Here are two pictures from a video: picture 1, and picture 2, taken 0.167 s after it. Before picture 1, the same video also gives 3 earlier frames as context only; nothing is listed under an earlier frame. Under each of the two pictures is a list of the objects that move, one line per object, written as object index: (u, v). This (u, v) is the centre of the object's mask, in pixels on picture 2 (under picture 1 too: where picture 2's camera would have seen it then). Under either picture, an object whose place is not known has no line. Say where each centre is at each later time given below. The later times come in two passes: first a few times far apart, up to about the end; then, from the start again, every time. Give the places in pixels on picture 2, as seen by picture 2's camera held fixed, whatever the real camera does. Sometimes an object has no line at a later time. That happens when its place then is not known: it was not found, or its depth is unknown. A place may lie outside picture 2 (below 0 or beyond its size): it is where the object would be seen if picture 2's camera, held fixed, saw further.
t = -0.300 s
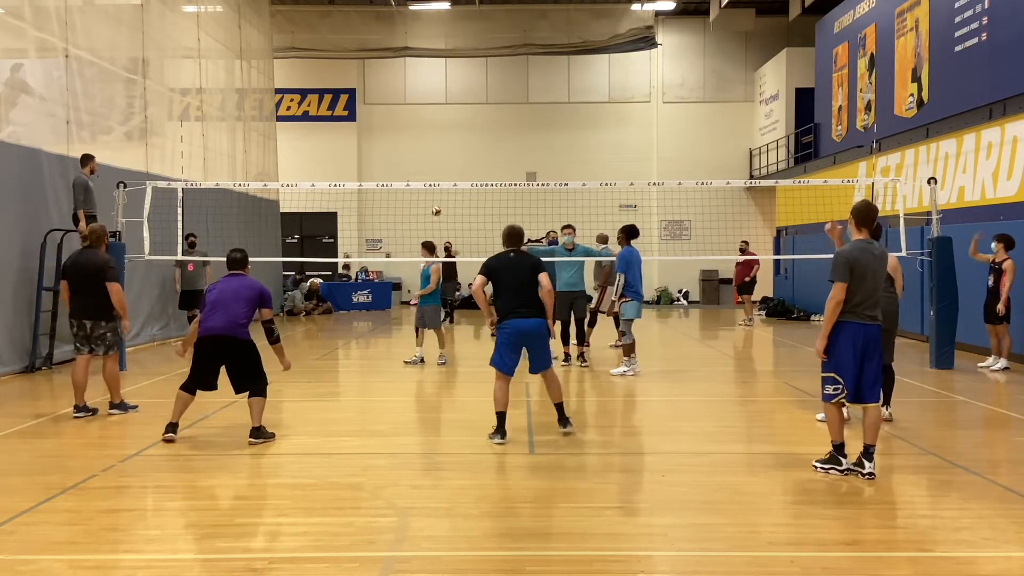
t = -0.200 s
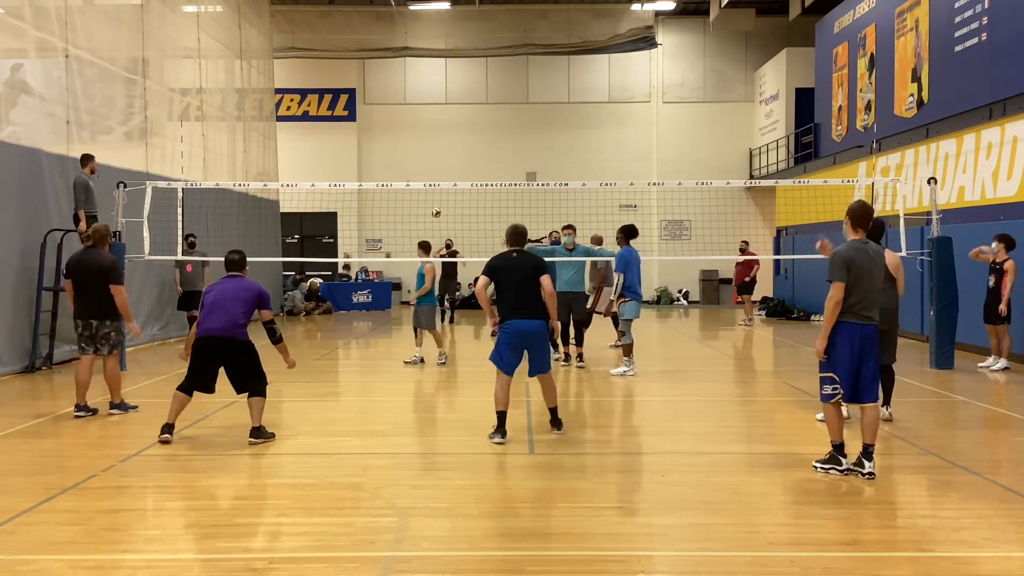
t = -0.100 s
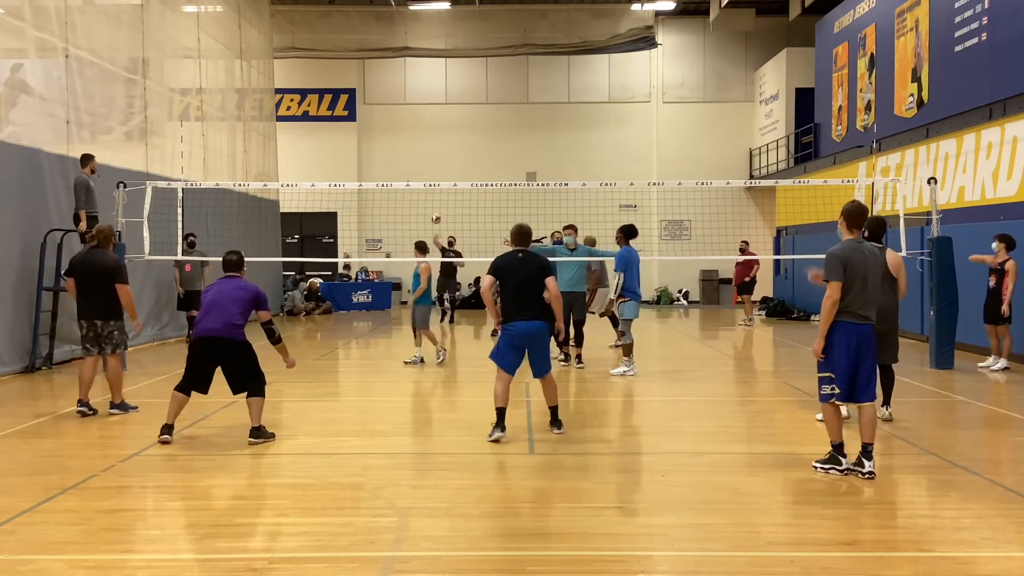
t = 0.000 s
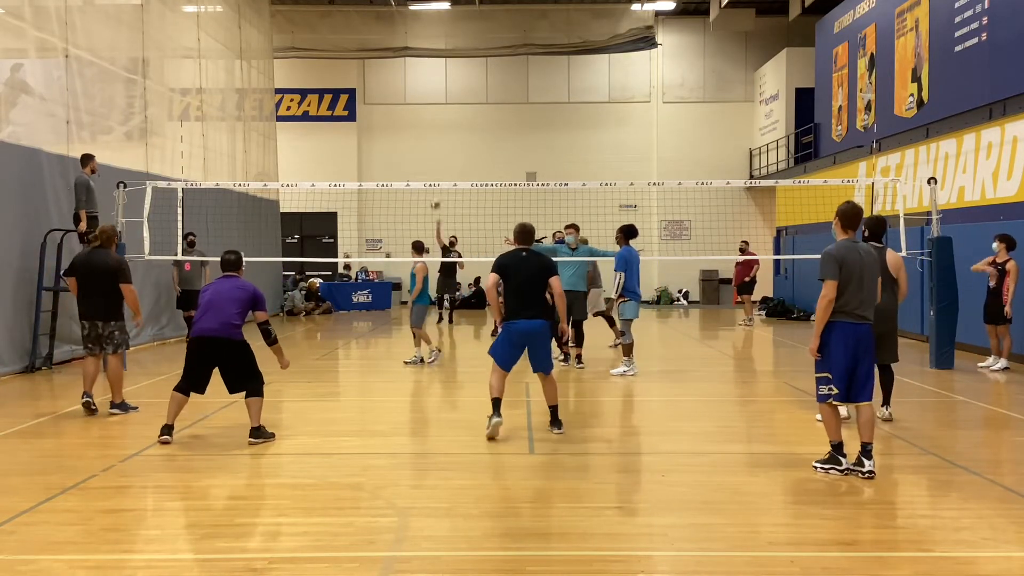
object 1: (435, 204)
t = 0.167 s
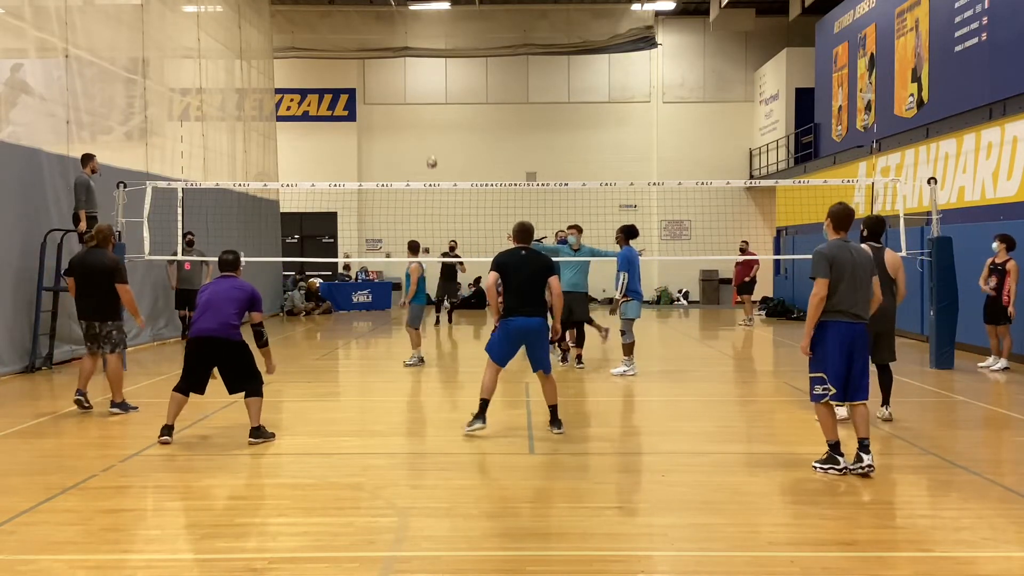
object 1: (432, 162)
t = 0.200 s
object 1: (431, 155)
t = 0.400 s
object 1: (424, 117)
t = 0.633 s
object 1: (410, 95)
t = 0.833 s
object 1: (402, 105)
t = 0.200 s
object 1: (431, 155)
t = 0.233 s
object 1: (430, 147)
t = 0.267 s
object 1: (429, 140)
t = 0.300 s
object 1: (428, 133)
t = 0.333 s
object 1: (427, 127)
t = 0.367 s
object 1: (425, 122)
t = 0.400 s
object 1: (424, 117)
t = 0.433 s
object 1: (422, 112)
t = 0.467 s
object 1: (420, 108)
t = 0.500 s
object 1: (418, 104)
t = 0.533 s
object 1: (416, 101)
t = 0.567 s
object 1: (414, 98)
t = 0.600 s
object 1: (411, 96)
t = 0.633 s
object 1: (410, 95)
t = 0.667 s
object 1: (408, 95)
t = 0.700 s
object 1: (407, 95)
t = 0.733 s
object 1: (406, 96)
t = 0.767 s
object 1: (405, 98)
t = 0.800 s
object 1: (403, 101)
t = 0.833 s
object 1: (402, 105)
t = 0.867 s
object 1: (402, 110)
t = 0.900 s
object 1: (400, 116)
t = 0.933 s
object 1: (399, 124)
